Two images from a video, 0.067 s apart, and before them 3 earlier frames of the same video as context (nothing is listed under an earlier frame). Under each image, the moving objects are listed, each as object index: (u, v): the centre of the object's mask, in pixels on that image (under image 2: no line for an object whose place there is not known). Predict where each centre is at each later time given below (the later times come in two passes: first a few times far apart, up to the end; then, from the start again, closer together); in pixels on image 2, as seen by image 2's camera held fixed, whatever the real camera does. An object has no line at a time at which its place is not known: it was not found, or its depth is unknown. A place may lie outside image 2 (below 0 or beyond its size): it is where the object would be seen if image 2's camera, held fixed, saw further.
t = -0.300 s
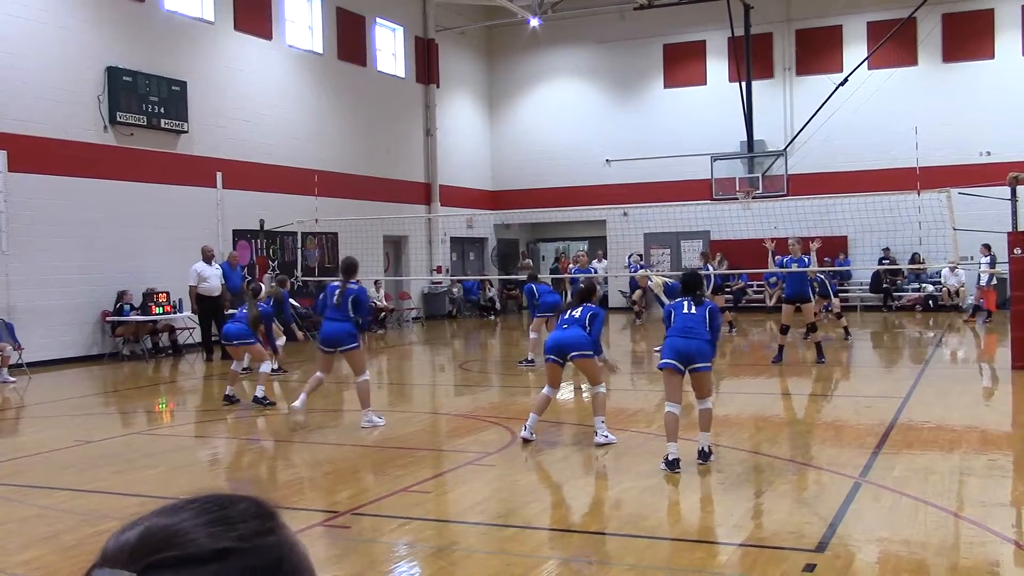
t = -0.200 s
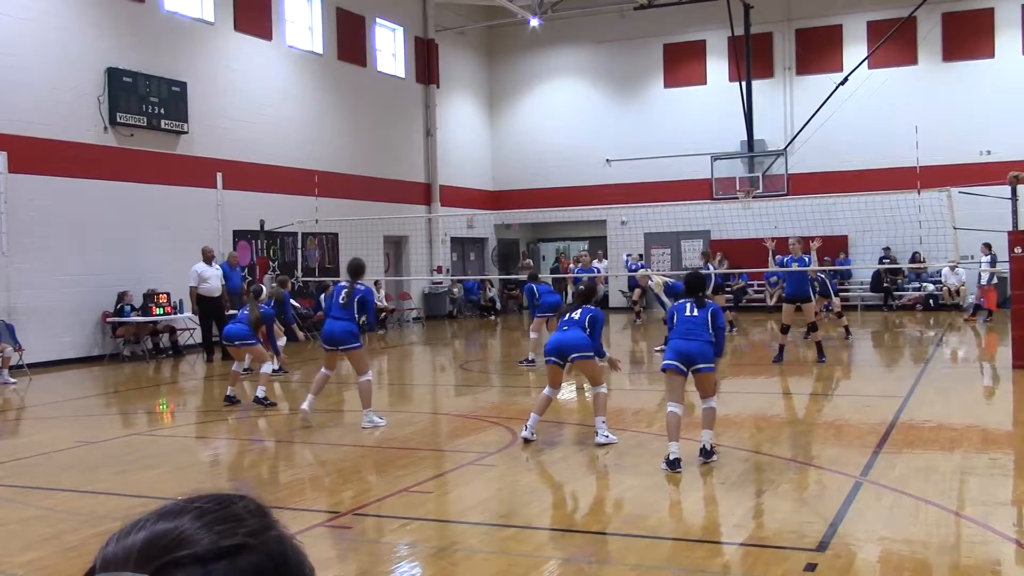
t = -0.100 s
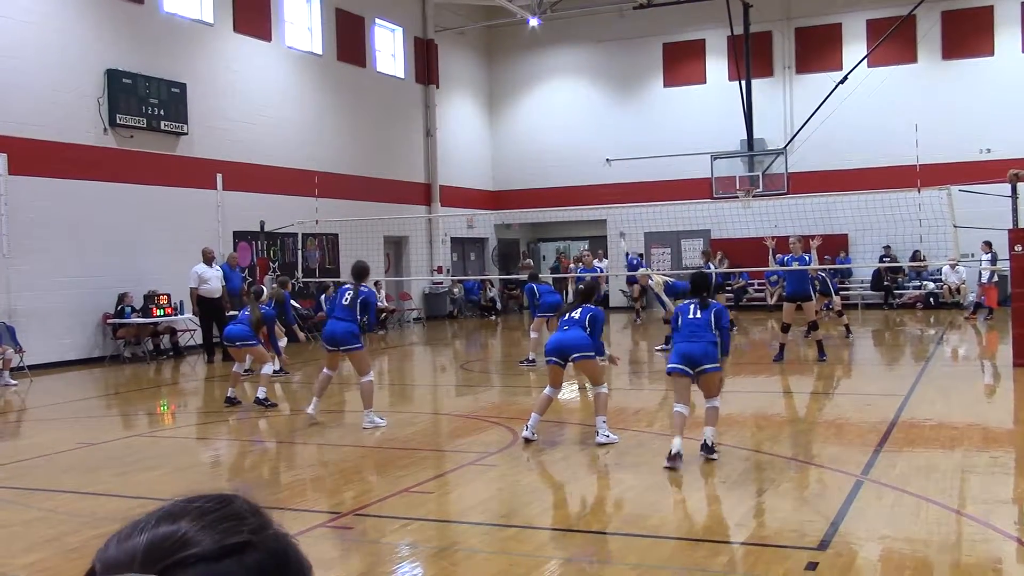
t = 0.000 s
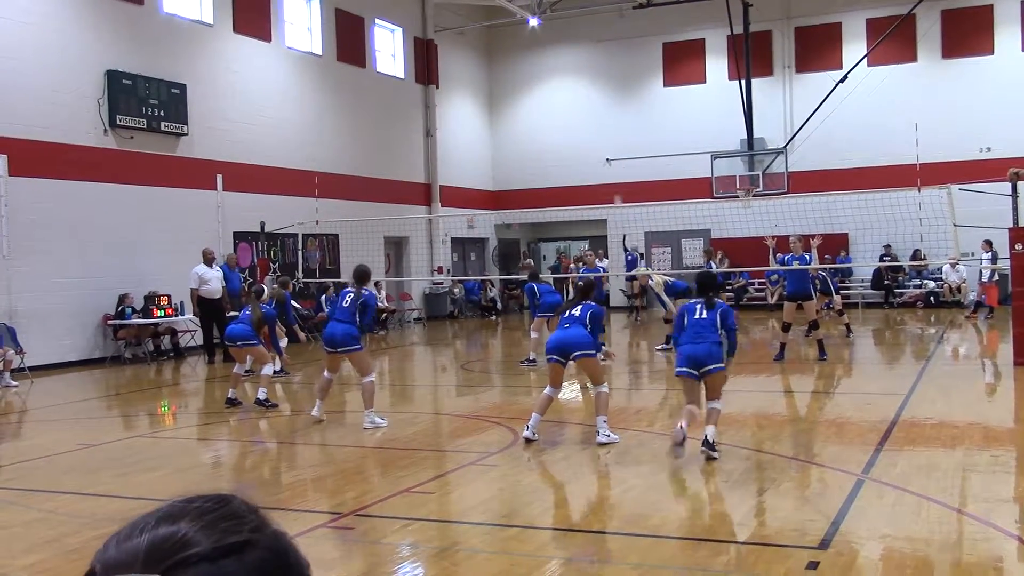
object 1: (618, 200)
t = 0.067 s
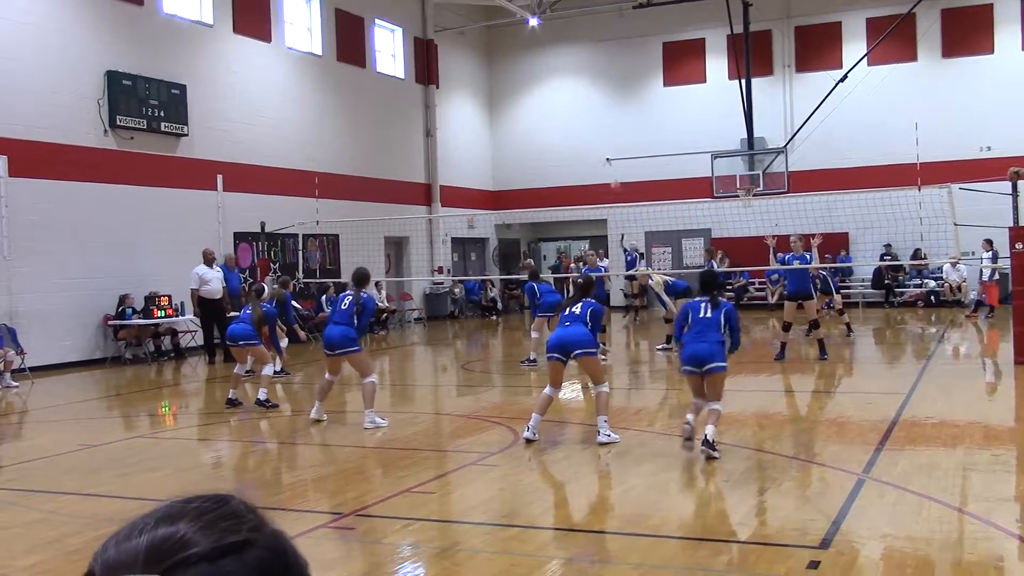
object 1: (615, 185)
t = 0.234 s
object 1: (607, 140)
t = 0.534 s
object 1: (592, 81)
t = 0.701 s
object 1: (584, 66)
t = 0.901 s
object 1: (573, 71)
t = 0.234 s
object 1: (607, 140)
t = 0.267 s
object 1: (606, 131)
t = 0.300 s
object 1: (604, 124)
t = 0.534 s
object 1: (592, 81)
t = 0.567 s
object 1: (590, 78)
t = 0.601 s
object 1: (589, 73)
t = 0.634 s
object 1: (588, 71)
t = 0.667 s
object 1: (585, 68)
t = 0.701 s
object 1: (584, 66)
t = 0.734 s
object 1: (582, 65)
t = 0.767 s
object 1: (580, 65)
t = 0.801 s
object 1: (578, 65)
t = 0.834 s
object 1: (577, 66)
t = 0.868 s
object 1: (575, 68)
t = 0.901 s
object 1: (573, 71)
